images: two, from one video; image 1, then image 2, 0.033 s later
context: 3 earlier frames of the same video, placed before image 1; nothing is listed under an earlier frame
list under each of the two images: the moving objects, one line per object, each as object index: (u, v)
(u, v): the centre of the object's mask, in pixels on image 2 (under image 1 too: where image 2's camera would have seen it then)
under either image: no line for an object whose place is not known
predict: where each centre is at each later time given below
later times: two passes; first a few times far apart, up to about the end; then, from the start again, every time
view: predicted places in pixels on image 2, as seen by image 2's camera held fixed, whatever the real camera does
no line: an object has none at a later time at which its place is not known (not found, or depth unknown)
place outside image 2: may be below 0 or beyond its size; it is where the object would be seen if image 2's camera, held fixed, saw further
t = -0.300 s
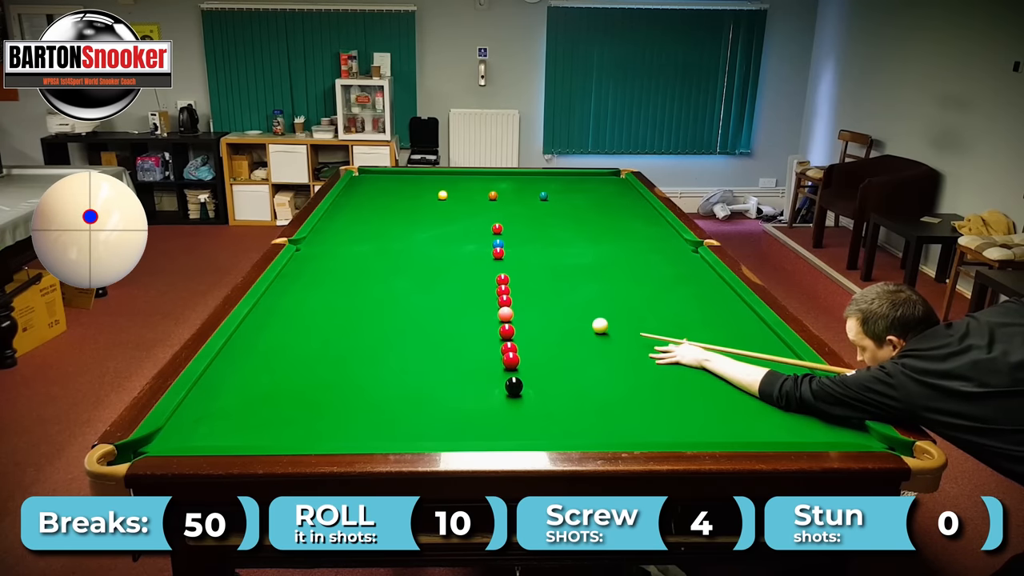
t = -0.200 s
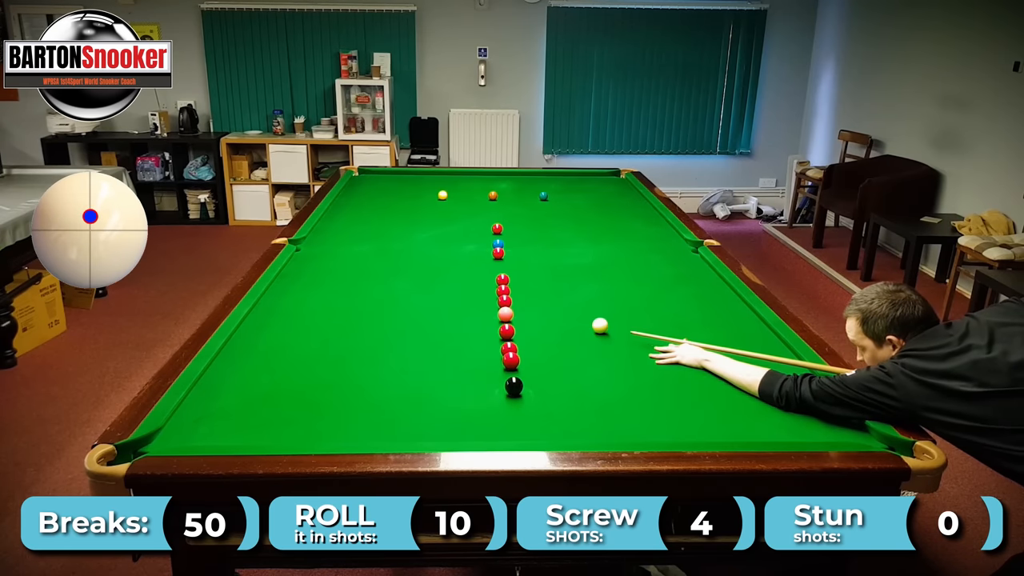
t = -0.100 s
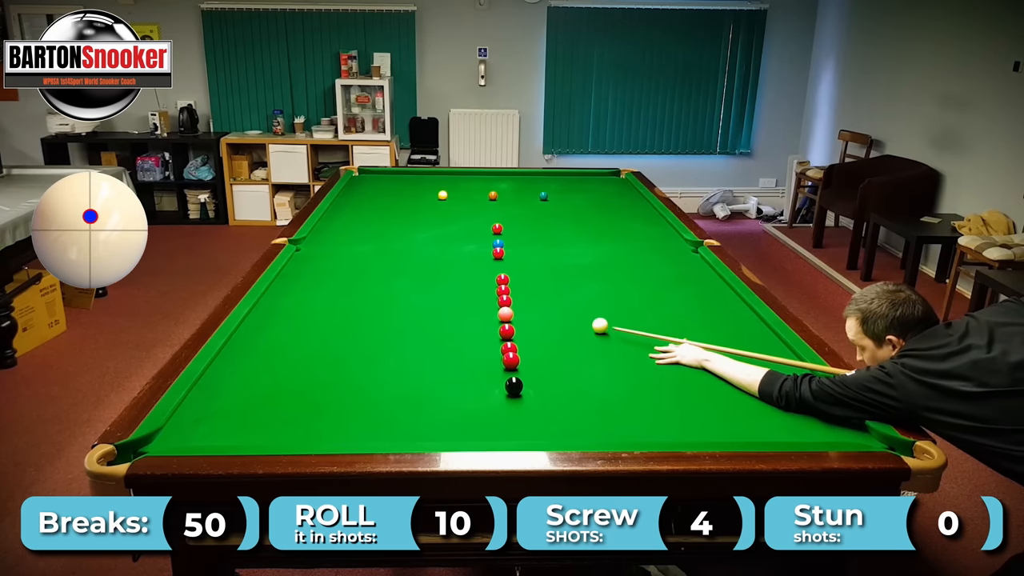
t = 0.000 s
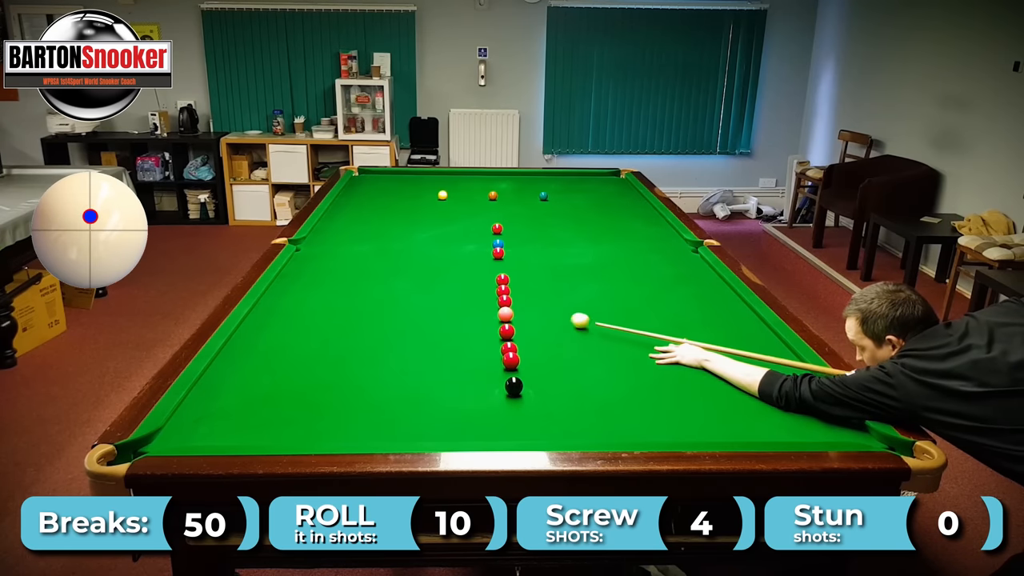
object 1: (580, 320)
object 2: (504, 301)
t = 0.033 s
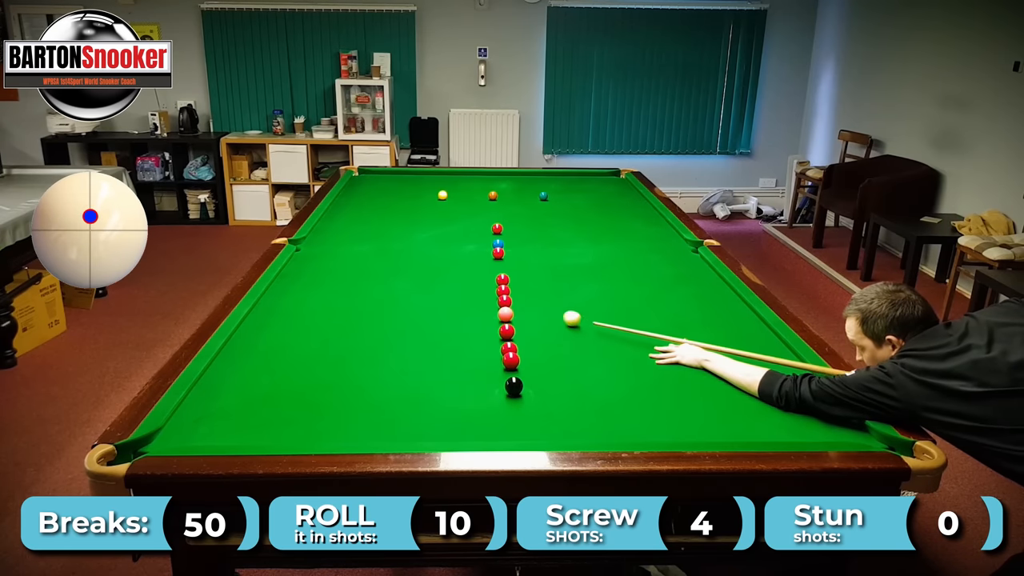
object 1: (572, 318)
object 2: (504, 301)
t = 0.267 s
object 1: (522, 306)
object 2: (504, 301)
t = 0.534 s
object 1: (504, 302)
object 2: (474, 293)
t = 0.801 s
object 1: (490, 301)
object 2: (446, 286)
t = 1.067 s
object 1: (478, 299)
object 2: (421, 278)
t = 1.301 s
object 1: (469, 297)
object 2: (402, 273)
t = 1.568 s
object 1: (460, 296)
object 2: (381, 267)
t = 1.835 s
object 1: (453, 295)
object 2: (362, 262)
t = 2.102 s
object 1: (448, 294)
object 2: (345, 257)
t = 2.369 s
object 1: (444, 293)
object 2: (330, 253)
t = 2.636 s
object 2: (317, 250)
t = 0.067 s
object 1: (564, 316)
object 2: (504, 301)
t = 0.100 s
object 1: (557, 314)
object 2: (504, 301)
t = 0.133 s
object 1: (550, 313)
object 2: (504, 301)
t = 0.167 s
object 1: (542, 311)
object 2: (504, 301)
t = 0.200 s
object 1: (536, 309)
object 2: (504, 301)
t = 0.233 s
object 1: (528, 308)
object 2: (504, 301)
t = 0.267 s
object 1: (522, 306)
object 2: (504, 301)
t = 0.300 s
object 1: (516, 305)
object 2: (503, 301)
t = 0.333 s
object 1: (515, 304)
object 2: (498, 300)
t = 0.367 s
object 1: (514, 304)
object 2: (493, 299)
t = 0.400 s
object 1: (512, 304)
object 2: (489, 298)
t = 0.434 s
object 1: (510, 303)
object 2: (485, 297)
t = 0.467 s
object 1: (508, 302)
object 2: (481, 295)
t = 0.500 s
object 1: (506, 302)
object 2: (478, 294)
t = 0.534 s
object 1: (504, 302)
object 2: (474, 293)
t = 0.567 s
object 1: (502, 302)
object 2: (470, 292)
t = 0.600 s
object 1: (500, 302)
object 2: (467, 291)
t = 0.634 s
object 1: (498, 302)
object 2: (463, 290)
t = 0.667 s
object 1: (496, 302)
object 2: (460, 289)
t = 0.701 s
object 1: (495, 302)
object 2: (456, 288)
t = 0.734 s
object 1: (493, 302)
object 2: (453, 287)
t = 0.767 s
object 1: (492, 301)
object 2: (450, 286)
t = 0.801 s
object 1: (490, 301)
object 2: (446, 286)
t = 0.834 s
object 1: (488, 301)
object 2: (443, 285)
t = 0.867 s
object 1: (487, 300)
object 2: (440, 284)
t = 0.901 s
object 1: (485, 300)
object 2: (437, 283)
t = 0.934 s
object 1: (484, 300)
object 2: (434, 282)
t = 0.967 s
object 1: (482, 299)
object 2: (430, 281)
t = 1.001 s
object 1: (481, 300)
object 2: (427, 280)
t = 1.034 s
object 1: (479, 299)
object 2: (424, 279)
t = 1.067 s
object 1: (478, 299)
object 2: (421, 278)
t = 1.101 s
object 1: (476, 299)
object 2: (418, 278)
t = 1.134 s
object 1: (475, 298)
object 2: (415, 277)
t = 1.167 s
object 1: (474, 298)
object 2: (413, 276)
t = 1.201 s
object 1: (472, 298)
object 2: (410, 275)
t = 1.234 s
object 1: (471, 298)
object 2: (407, 274)
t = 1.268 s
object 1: (470, 298)
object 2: (404, 274)
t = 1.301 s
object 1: (469, 297)
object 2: (402, 273)
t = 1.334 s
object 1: (468, 297)
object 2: (399, 272)
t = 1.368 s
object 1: (467, 297)
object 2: (396, 271)
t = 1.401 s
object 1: (465, 297)
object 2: (393, 271)
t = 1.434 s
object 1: (464, 297)
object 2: (391, 270)
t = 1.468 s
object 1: (463, 296)
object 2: (388, 269)
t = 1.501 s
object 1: (462, 296)
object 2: (386, 268)
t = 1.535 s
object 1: (461, 296)
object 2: (383, 268)
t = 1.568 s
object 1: (460, 296)
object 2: (381, 267)
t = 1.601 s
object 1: (459, 296)
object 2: (378, 266)
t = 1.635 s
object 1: (458, 296)
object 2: (376, 266)
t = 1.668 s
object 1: (458, 296)
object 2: (374, 265)
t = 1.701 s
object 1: (457, 295)
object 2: (371, 264)
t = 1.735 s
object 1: (456, 295)
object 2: (369, 264)
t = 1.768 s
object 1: (455, 295)
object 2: (367, 263)
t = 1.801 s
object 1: (454, 295)
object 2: (365, 262)
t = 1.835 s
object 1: (453, 295)
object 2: (362, 262)
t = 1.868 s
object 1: (452, 295)
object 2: (360, 261)
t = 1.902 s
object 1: (452, 295)
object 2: (358, 261)
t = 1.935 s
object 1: (451, 294)
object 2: (356, 260)
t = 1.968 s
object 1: (450, 294)
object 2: (354, 260)
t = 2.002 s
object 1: (450, 294)
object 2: (352, 259)
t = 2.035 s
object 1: (449, 294)
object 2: (350, 258)
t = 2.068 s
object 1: (448, 294)
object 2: (348, 258)
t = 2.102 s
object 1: (448, 294)
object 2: (345, 257)
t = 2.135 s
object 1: (447, 294)
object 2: (343, 257)
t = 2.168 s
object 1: (447, 294)
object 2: (342, 256)
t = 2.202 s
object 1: (446, 294)
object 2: (340, 256)
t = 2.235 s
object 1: (446, 294)
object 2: (338, 255)
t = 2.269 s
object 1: (445, 294)
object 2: (336, 255)
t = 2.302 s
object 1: (445, 294)
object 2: (334, 254)
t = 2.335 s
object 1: (444, 294)
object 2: (332, 254)
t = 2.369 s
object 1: (444, 293)
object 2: (330, 253)
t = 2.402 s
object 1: (443, 293)
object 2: (329, 253)
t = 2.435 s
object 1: (443, 293)
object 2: (327, 252)
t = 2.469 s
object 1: (443, 293)
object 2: (325, 252)
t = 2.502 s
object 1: (442, 293)
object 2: (323, 251)
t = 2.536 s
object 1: (442, 293)
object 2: (322, 251)
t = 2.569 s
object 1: (442, 293)
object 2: (320, 251)
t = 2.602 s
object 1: (442, 293)
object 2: (318, 250)
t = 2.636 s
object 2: (317, 250)
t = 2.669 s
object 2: (315, 249)
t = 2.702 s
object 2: (313, 249)
